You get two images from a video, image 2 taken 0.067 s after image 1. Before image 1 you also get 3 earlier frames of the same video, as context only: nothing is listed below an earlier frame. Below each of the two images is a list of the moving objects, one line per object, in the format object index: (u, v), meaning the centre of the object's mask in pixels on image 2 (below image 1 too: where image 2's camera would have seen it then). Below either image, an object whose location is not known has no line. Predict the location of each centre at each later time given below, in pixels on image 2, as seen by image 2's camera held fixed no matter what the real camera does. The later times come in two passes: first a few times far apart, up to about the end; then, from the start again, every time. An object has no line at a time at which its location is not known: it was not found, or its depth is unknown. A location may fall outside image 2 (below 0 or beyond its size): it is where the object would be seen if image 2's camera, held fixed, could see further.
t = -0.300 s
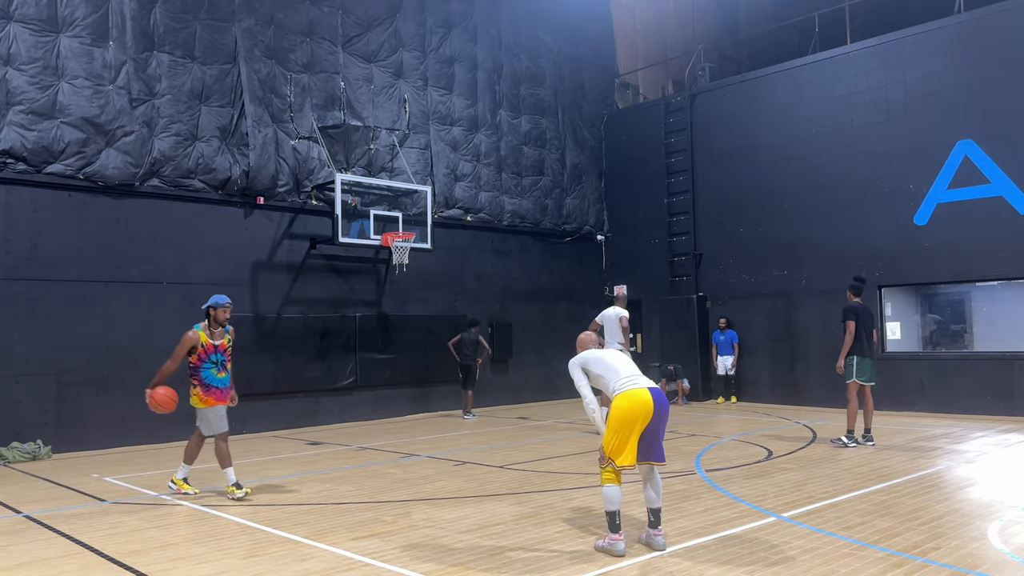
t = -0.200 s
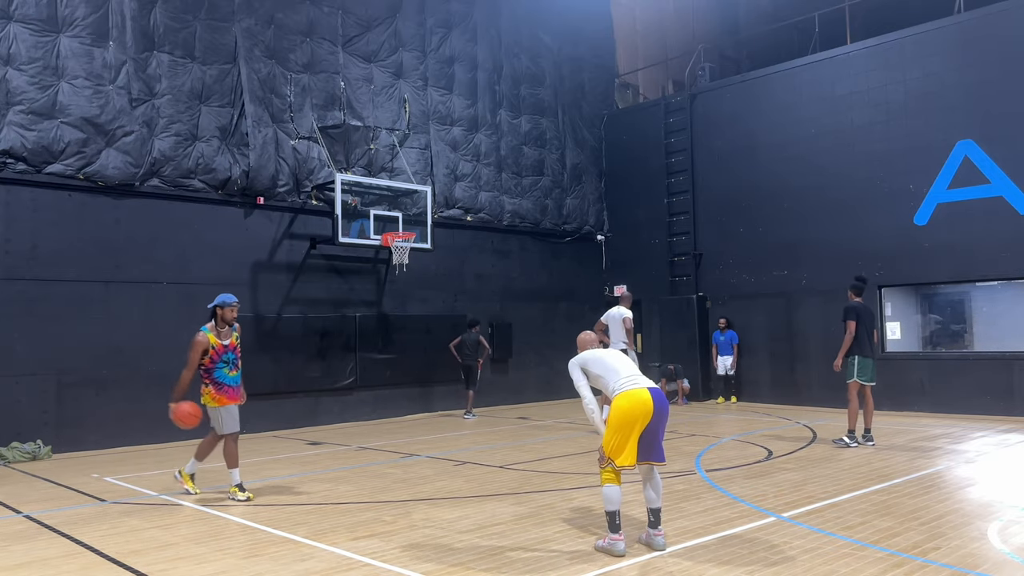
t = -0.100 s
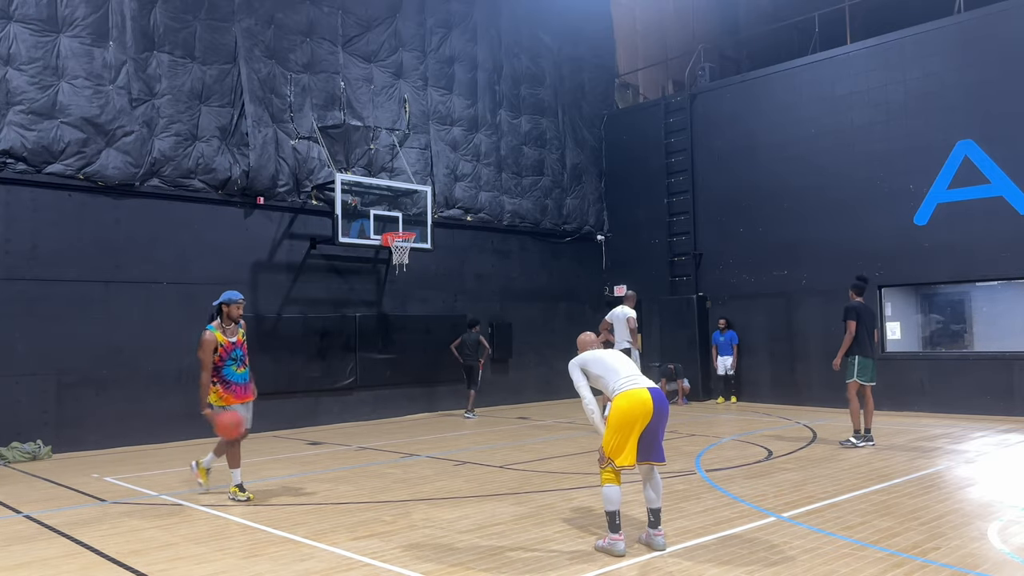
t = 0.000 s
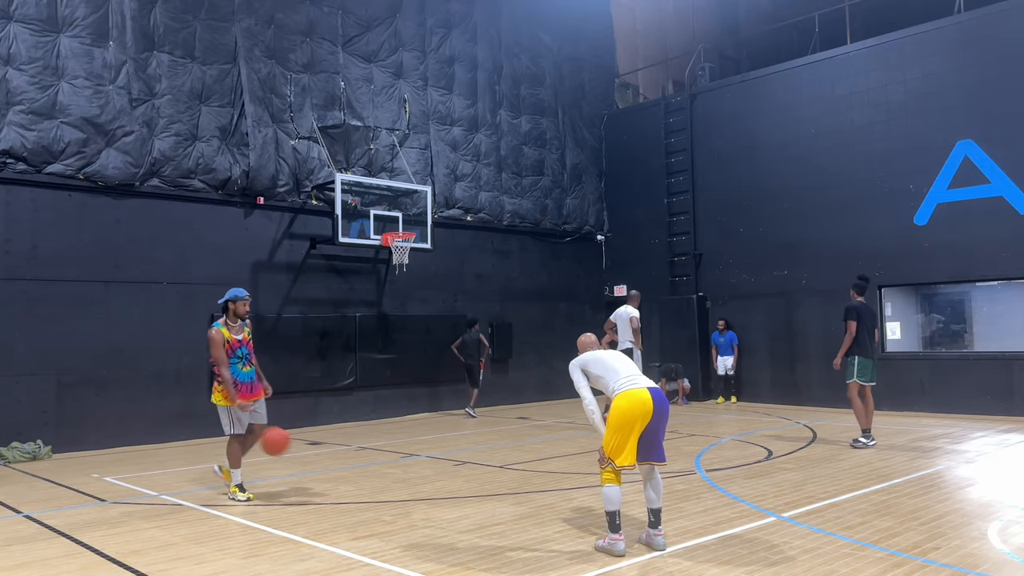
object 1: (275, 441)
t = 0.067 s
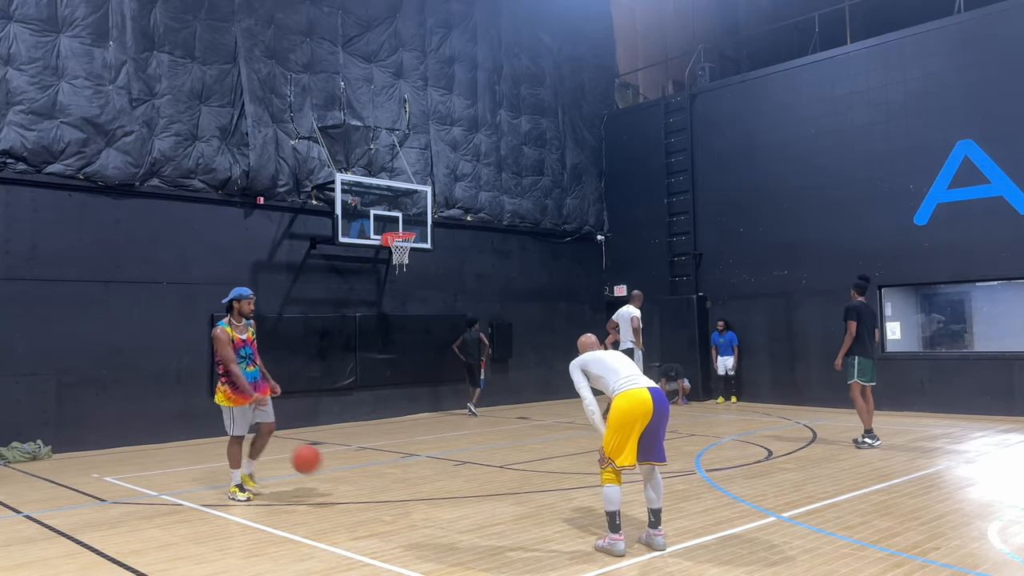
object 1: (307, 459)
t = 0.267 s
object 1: (383, 466)
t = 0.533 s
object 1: (466, 454)
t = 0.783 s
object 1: (551, 492)
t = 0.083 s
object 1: (315, 465)
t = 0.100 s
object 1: (322, 470)
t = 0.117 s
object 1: (330, 476)
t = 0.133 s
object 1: (338, 482)
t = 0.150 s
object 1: (346, 489)
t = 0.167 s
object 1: (353, 493)
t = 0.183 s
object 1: (358, 488)
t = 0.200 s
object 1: (363, 483)
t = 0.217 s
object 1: (368, 478)
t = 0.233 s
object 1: (373, 474)
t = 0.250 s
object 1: (378, 470)
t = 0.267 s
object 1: (383, 466)
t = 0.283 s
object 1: (388, 463)
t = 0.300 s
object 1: (393, 460)
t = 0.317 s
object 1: (398, 457)
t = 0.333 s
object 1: (403, 455)
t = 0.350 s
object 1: (408, 454)
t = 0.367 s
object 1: (413, 452)
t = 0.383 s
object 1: (419, 450)
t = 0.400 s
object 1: (425, 449)
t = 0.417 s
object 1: (429, 449)
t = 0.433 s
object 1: (434, 449)
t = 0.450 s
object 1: (439, 449)
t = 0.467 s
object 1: (444, 449)
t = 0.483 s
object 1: (449, 449)
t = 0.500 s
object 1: (455, 450)
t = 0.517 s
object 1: (460, 452)
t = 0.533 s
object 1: (466, 454)
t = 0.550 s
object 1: (471, 456)
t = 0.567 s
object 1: (476, 458)
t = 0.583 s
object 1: (482, 461)
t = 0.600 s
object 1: (487, 464)
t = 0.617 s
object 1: (493, 468)
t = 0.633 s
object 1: (498, 472)
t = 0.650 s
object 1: (504, 477)
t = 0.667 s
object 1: (510, 481)
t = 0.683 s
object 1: (515, 487)
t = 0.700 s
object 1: (521, 492)
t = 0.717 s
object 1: (527, 498)
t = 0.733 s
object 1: (533, 504)
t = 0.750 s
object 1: (539, 500)
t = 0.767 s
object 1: (545, 496)
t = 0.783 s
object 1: (551, 492)
